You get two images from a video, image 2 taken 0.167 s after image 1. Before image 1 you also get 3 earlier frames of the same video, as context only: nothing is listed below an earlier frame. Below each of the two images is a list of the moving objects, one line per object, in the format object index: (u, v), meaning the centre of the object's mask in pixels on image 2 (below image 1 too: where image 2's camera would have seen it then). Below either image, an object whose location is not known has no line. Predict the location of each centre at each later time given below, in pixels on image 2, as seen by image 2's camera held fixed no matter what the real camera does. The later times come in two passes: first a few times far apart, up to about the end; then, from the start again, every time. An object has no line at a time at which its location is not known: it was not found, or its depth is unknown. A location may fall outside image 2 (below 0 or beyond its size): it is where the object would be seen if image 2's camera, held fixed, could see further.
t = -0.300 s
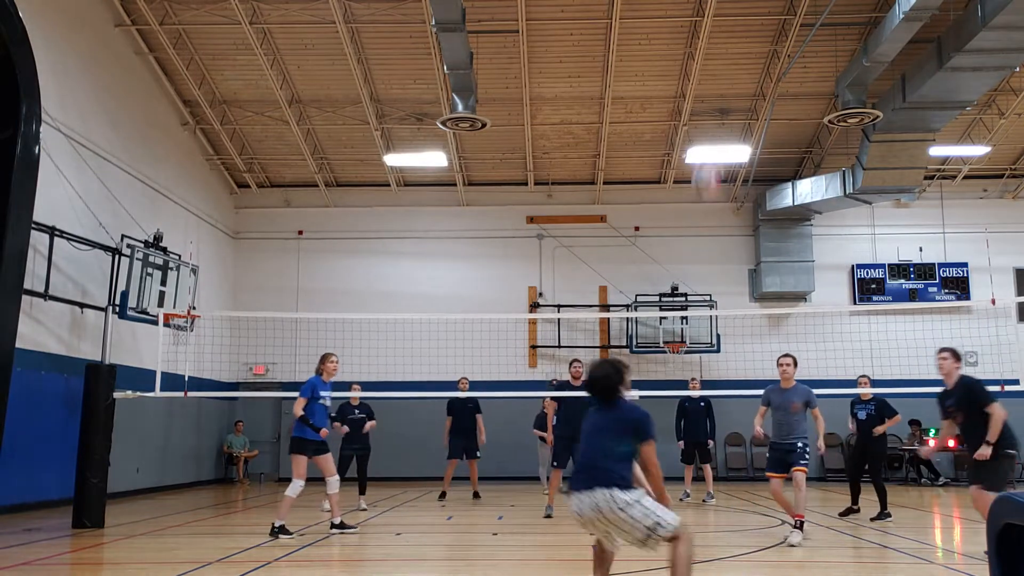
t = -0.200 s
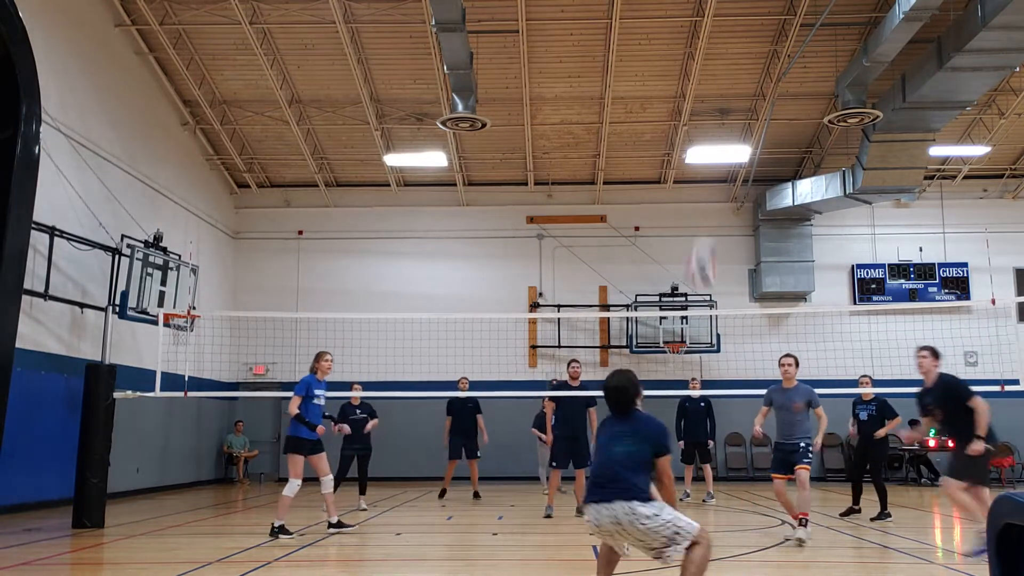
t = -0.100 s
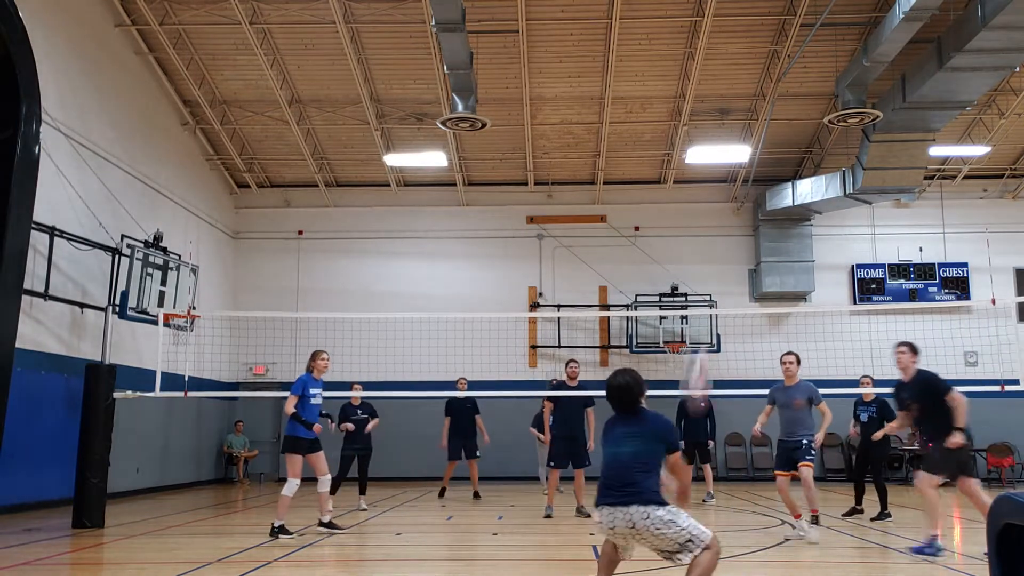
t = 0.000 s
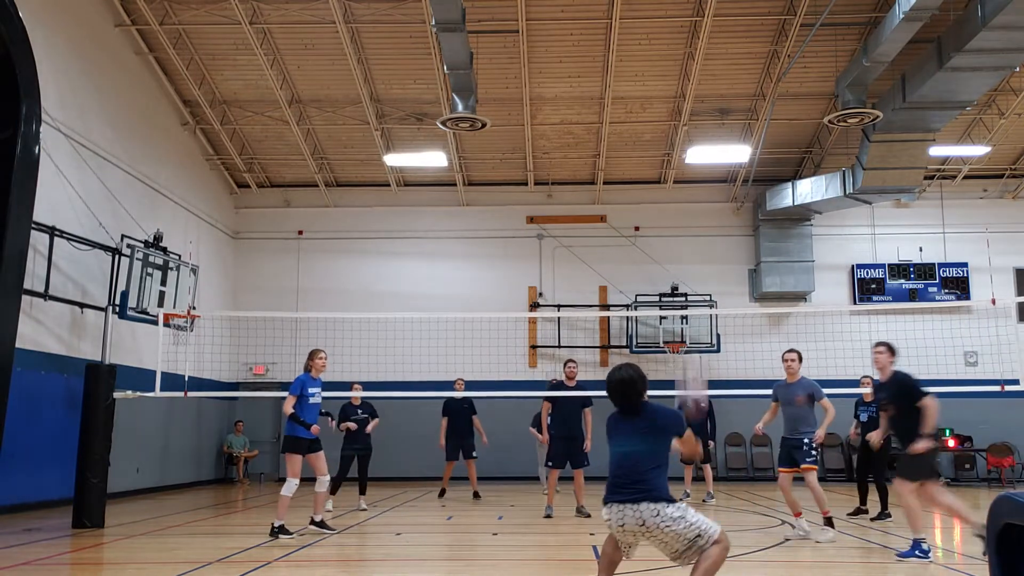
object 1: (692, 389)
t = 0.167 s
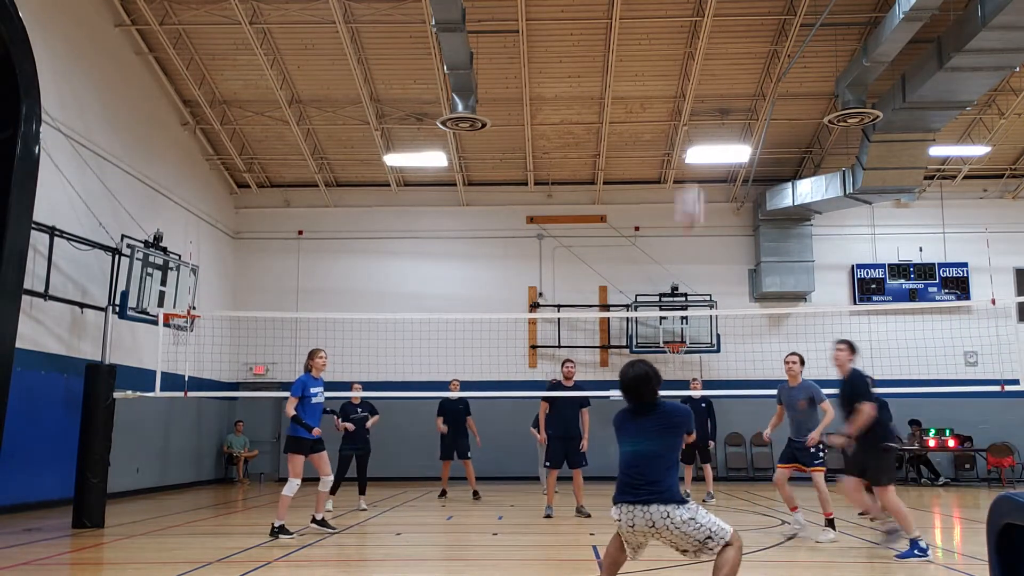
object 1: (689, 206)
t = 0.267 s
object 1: (689, 129)
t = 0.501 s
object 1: (687, 28)
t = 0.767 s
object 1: (687, 6)
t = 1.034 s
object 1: (689, 47)
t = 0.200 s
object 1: (690, 179)
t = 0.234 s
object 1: (686, 148)
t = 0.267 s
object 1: (689, 129)
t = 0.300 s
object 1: (689, 110)
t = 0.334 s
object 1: (689, 90)
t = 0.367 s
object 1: (688, 75)
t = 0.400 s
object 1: (688, 61)
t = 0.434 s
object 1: (687, 49)
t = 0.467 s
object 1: (687, 37)
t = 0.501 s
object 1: (687, 28)
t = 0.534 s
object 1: (687, 20)
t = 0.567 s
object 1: (687, 14)
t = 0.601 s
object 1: (687, 10)
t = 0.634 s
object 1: (687, 8)
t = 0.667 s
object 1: (687, 7)
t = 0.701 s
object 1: (687, 6)
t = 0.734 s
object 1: (687, 6)
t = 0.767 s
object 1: (687, 6)
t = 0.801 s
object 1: (687, 8)
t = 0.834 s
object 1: (687, 8)
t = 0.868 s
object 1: (688, 10)
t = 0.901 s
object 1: (688, 16)
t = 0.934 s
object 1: (688, 22)
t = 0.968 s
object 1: (688, 30)
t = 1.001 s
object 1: (689, 38)
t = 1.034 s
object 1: (689, 47)
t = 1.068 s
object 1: (689, 57)
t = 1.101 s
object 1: (690, 71)
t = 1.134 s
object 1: (691, 81)
